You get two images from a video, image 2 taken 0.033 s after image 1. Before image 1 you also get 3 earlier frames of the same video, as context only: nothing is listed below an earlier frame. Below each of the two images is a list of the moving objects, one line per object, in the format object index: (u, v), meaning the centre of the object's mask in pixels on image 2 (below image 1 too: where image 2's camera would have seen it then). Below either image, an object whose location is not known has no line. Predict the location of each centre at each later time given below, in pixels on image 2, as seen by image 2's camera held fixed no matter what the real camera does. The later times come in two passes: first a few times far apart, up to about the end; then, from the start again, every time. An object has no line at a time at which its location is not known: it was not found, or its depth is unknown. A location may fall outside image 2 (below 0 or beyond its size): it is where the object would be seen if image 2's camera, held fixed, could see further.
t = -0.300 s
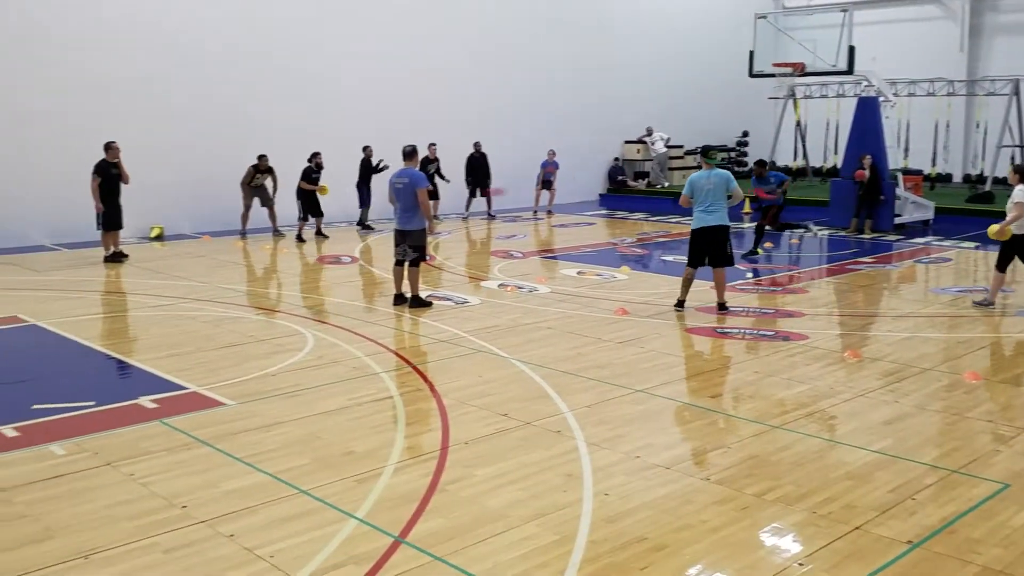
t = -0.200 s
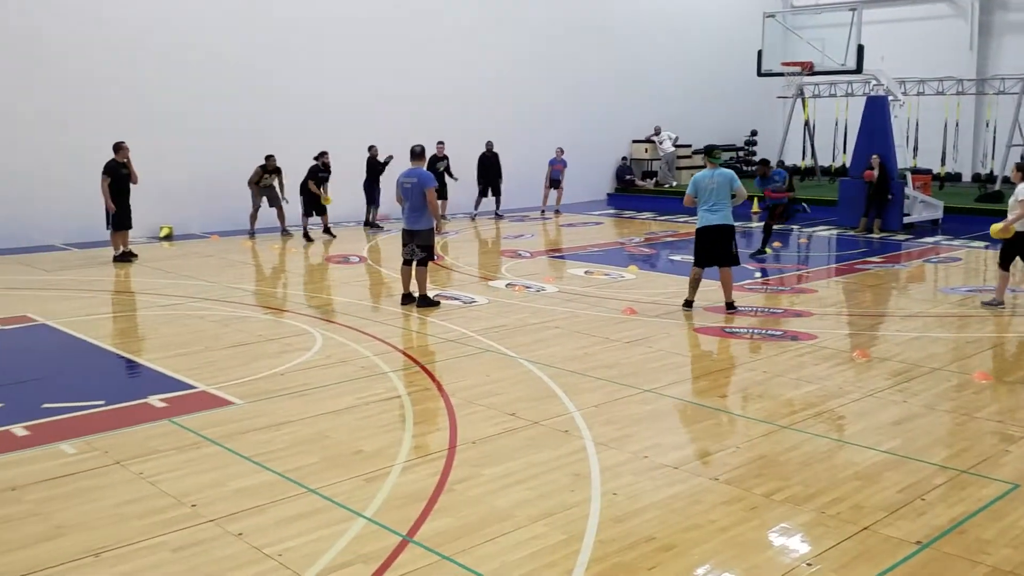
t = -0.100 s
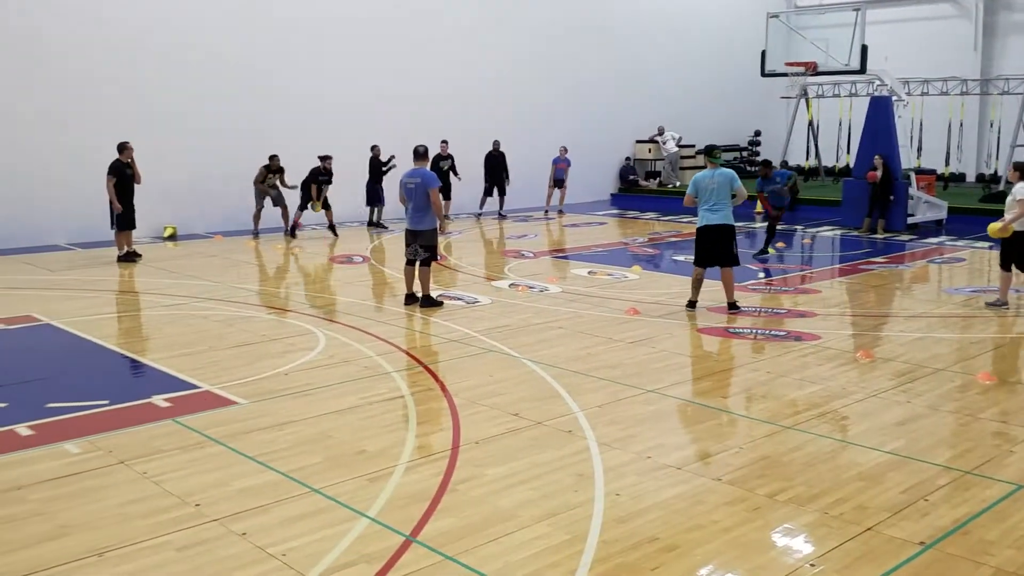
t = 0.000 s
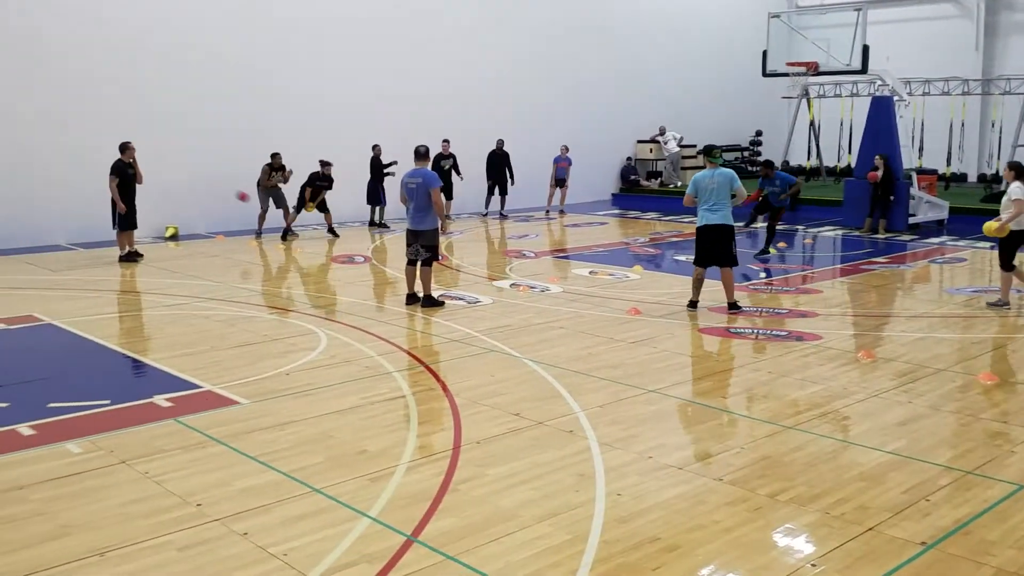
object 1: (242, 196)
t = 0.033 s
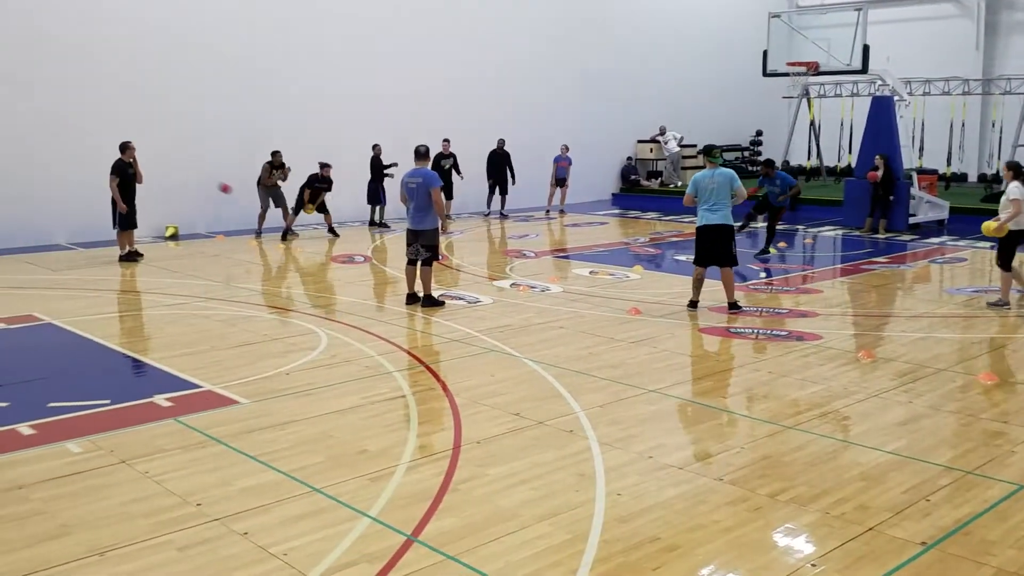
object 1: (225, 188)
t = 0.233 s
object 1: (194, 148)
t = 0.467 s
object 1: (189, 117)
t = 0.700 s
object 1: (184, 113)
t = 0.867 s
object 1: (180, 131)
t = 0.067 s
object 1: (207, 182)
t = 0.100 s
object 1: (195, 175)
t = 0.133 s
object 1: (195, 167)
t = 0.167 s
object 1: (195, 160)
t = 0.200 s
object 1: (194, 154)
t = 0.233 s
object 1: (194, 148)
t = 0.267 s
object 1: (193, 142)
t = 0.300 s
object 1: (193, 137)
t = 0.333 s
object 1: (192, 132)
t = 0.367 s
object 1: (192, 127)
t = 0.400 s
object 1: (191, 123)
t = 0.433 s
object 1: (190, 120)
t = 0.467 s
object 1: (189, 117)
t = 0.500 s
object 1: (189, 115)
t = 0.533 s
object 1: (188, 113)
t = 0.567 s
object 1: (187, 112)
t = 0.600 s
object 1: (186, 111)
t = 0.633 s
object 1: (186, 111)
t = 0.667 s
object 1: (185, 112)
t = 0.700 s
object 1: (184, 113)
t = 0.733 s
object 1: (183, 115)
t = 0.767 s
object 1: (182, 117)
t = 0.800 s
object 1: (181, 121)
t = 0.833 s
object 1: (181, 125)
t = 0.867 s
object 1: (180, 131)
